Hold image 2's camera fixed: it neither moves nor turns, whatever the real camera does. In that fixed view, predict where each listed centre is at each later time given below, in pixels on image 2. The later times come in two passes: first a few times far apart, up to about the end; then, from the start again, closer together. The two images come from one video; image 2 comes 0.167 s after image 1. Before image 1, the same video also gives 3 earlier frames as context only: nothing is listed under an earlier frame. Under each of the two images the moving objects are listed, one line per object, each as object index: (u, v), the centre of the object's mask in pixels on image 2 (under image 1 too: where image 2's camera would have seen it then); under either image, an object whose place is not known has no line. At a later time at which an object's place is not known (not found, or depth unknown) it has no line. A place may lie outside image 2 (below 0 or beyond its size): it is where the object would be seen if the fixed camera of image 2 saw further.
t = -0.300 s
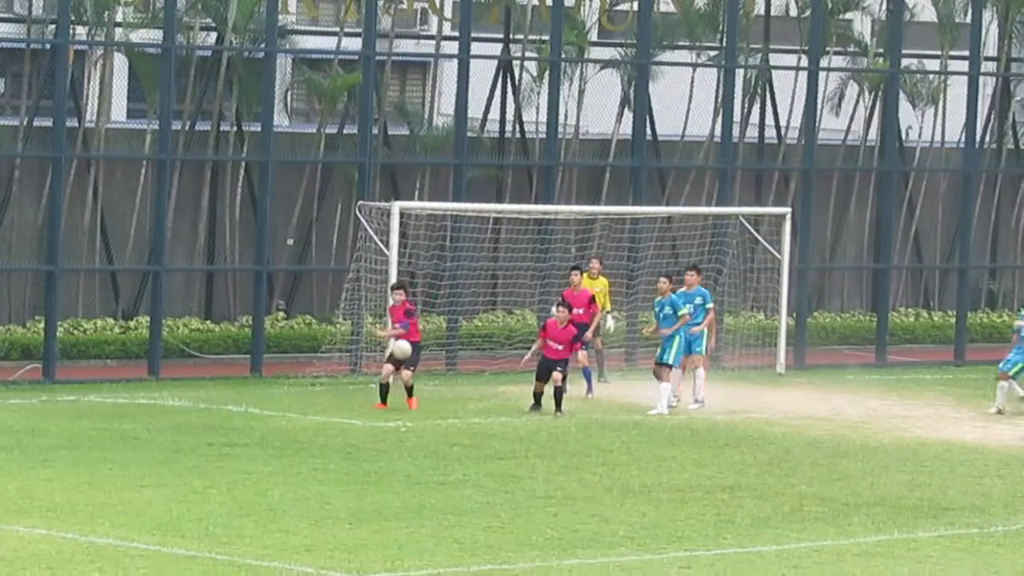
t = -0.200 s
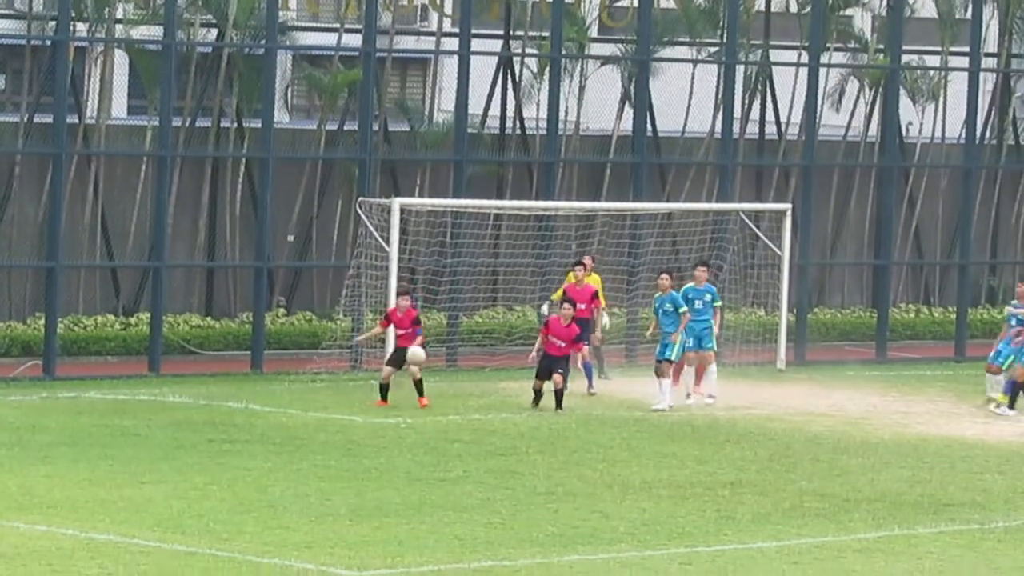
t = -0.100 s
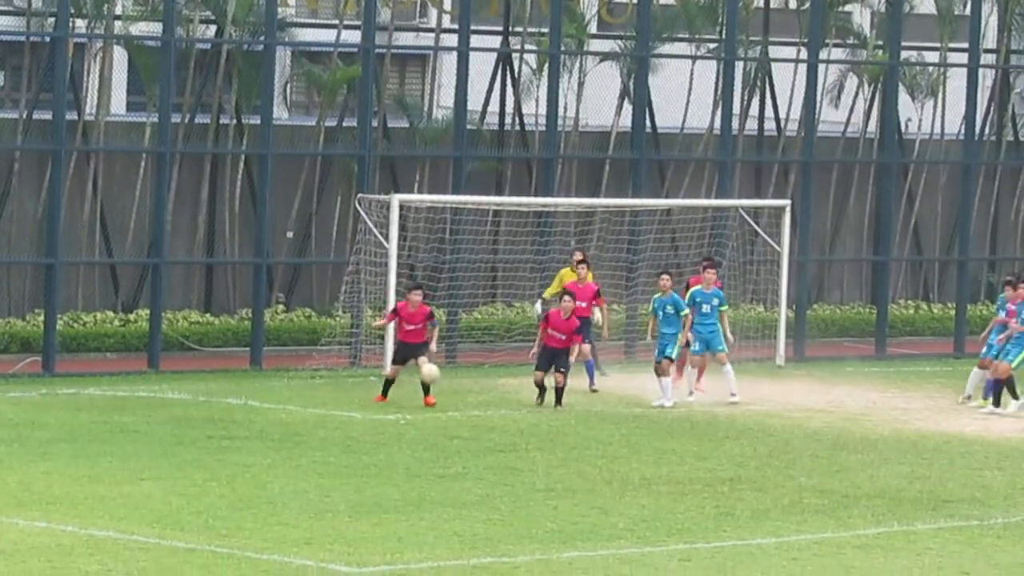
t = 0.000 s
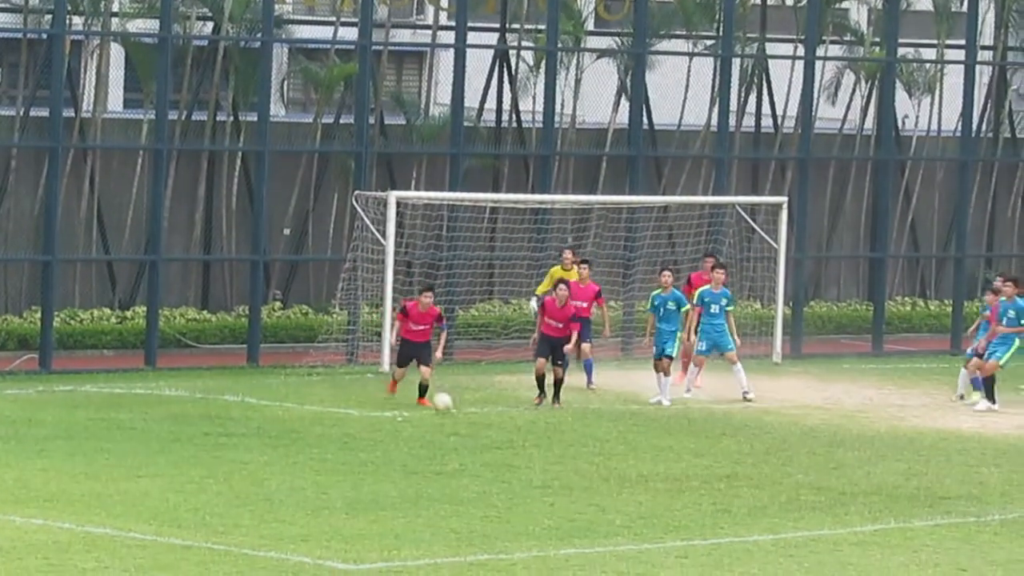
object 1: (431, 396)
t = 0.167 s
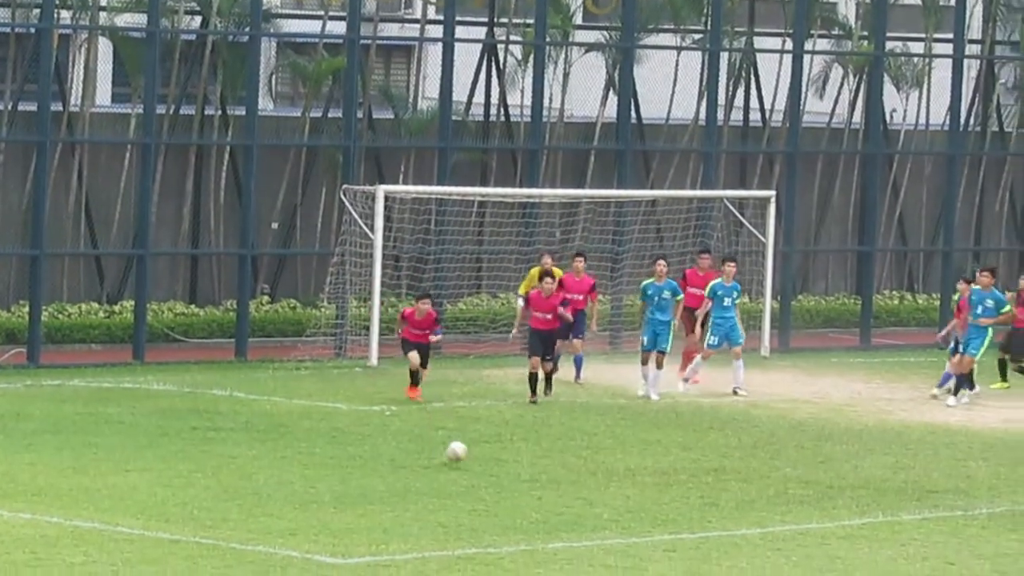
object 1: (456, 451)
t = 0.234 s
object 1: (468, 441)
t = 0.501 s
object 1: (514, 457)
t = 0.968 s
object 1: (603, 520)
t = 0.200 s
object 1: (462, 446)
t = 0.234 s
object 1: (468, 441)
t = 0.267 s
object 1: (473, 439)
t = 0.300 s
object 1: (479, 436)
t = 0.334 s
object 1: (484, 437)
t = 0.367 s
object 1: (491, 438)
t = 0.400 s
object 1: (496, 441)
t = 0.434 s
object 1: (502, 444)
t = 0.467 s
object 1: (508, 450)
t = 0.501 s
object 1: (514, 457)
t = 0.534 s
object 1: (521, 464)
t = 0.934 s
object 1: (596, 516)
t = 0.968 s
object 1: (603, 520)
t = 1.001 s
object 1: (612, 527)
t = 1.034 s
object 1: (619, 537)
